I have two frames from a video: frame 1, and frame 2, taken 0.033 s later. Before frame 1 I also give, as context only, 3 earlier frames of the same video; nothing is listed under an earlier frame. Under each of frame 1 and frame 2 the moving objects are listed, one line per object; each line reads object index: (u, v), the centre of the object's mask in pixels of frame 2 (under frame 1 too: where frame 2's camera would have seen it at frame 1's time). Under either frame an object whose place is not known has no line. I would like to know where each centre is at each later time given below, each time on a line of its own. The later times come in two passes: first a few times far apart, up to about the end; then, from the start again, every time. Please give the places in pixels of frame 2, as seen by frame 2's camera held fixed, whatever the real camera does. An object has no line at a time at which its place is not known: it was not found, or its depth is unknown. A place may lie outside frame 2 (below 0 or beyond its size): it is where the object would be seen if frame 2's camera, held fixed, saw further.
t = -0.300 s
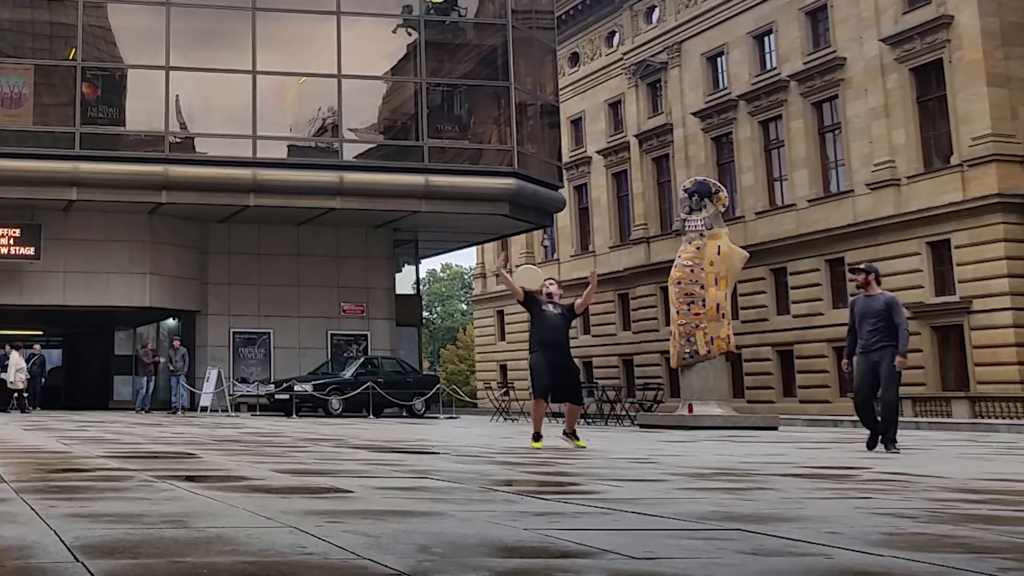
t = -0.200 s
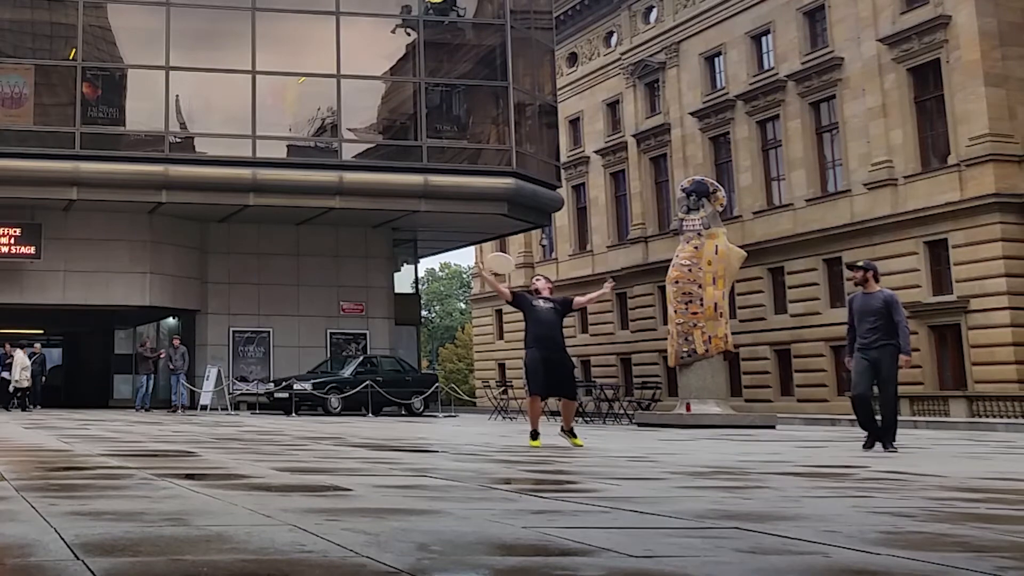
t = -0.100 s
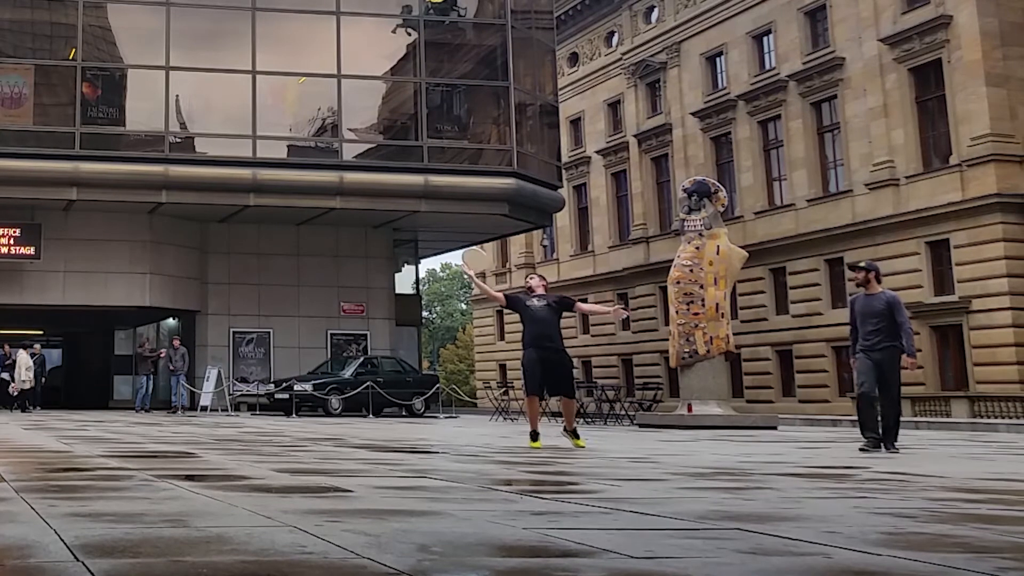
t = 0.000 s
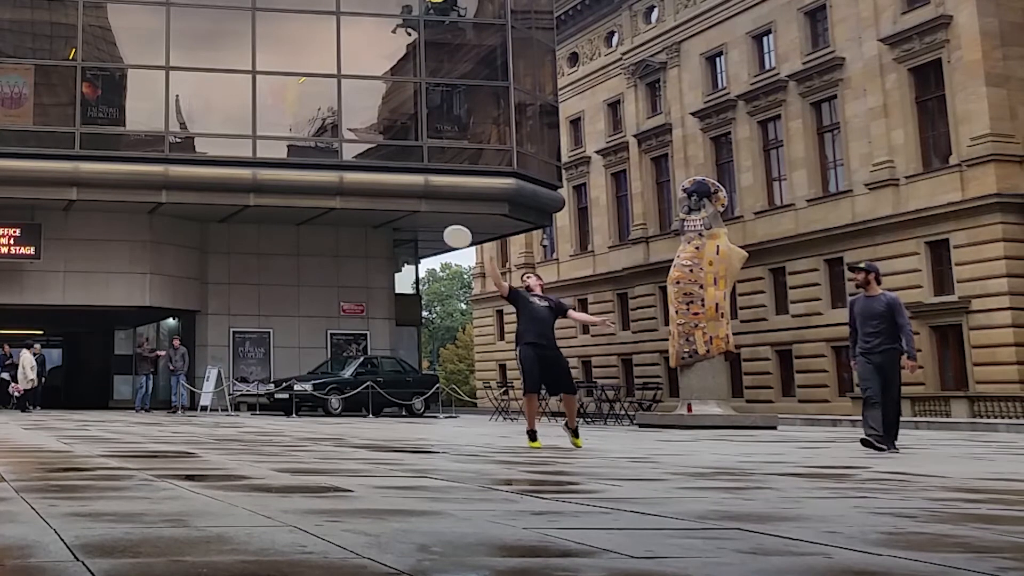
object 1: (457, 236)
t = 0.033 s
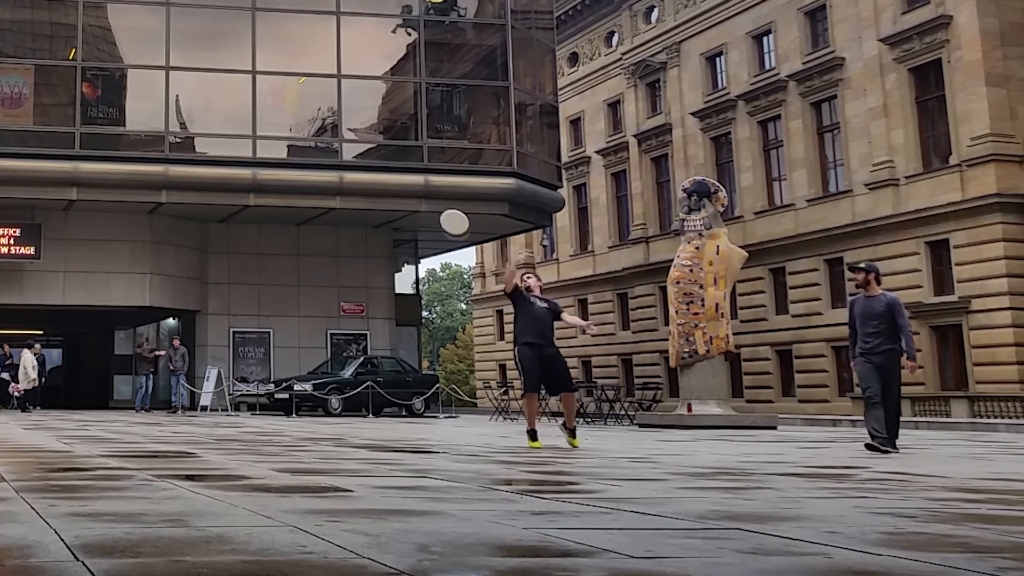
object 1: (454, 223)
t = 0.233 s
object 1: (438, 145)
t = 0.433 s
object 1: (426, 90)
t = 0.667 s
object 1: (420, 59)
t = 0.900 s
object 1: (426, 70)
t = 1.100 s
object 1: (445, 118)
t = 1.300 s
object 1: (478, 203)
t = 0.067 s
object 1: (451, 208)
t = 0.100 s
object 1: (448, 194)
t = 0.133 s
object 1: (445, 181)
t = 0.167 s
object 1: (443, 168)
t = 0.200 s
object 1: (441, 156)
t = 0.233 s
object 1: (438, 145)
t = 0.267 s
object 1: (436, 134)
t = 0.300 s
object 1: (433, 124)
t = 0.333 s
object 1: (431, 114)
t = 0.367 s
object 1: (429, 106)
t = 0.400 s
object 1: (427, 97)
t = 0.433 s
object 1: (426, 90)
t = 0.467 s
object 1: (424, 83)
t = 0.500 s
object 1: (423, 77)
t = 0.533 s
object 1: (422, 72)
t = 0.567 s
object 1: (421, 68)
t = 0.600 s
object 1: (421, 64)
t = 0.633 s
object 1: (420, 61)
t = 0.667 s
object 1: (420, 59)
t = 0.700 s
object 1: (420, 58)
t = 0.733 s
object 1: (420, 57)
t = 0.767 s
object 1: (421, 58)
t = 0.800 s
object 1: (422, 59)
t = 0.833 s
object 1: (423, 62)
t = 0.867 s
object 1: (424, 65)
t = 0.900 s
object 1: (426, 70)
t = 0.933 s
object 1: (428, 75)
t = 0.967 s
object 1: (431, 82)
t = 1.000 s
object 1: (434, 89)
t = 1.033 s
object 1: (438, 98)
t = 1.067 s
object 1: (442, 107)
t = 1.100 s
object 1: (445, 118)
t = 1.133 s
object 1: (450, 130)
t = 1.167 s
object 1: (455, 143)
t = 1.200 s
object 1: (460, 156)
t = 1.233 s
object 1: (465, 171)
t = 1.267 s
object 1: (471, 187)
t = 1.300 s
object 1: (478, 203)
